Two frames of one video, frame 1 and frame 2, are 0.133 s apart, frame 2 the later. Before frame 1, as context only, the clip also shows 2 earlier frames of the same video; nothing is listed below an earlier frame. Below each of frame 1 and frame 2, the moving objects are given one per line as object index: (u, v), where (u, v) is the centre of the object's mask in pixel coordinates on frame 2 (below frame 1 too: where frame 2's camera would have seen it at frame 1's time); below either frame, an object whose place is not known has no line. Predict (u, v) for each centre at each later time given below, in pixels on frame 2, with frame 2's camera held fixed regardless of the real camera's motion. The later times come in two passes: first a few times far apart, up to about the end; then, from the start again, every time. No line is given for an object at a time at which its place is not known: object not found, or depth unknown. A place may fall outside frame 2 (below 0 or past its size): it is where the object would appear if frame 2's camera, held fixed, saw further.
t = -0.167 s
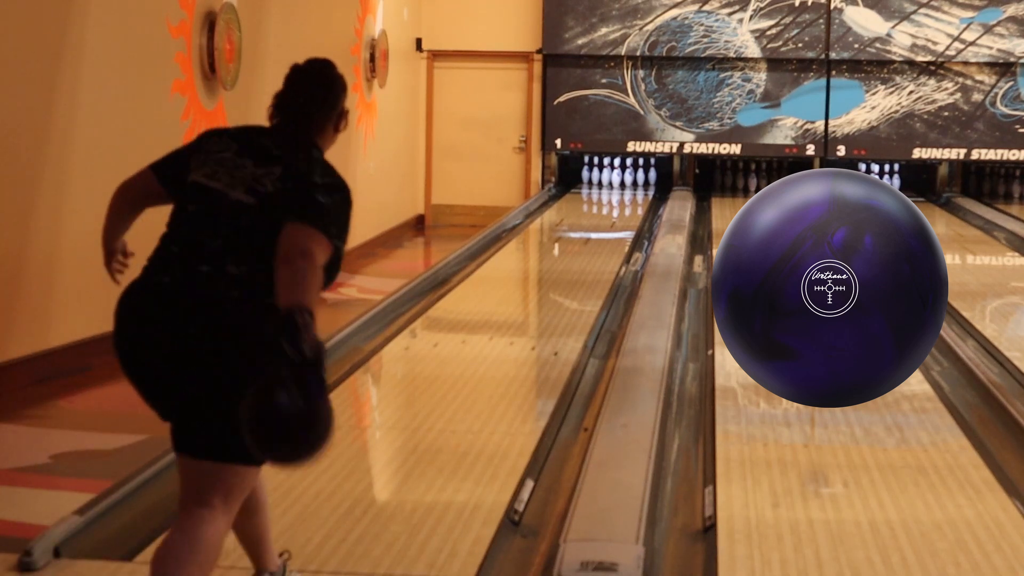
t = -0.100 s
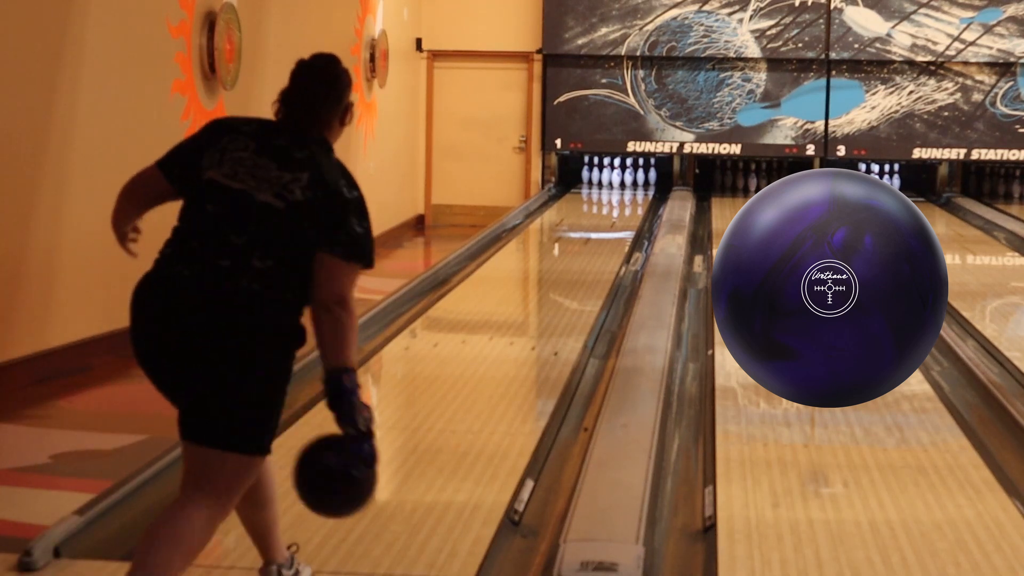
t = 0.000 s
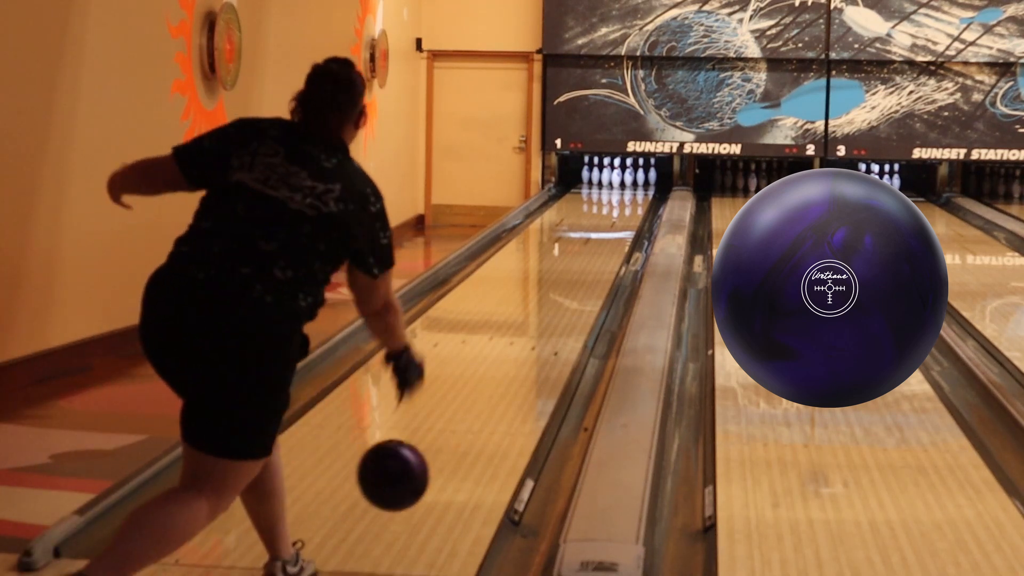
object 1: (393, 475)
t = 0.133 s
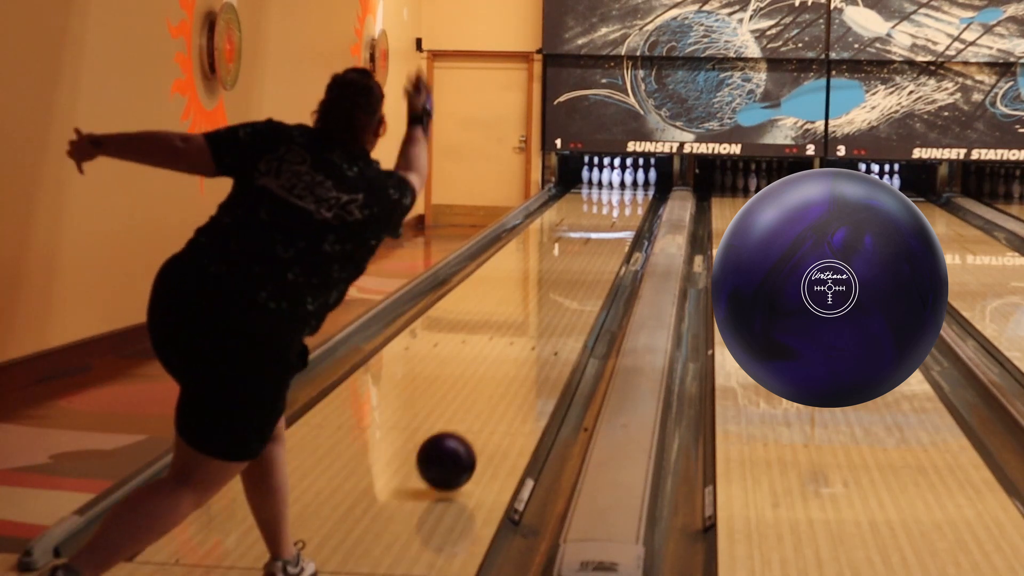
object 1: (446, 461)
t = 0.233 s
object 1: (475, 422)
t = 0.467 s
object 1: (524, 355)
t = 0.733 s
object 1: (560, 302)
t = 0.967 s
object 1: (580, 272)
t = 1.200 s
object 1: (595, 248)
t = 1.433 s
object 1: (606, 230)
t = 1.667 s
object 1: (614, 215)
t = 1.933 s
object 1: (619, 202)
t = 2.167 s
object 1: (621, 193)
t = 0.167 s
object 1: (457, 444)
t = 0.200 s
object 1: (466, 431)
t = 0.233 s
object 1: (475, 422)
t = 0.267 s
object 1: (484, 412)
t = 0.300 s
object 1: (492, 401)
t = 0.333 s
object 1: (499, 391)
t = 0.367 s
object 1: (506, 381)
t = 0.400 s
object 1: (512, 372)
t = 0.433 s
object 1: (519, 363)
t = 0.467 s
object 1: (524, 355)
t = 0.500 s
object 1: (529, 347)
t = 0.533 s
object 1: (535, 339)
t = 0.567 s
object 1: (539, 332)
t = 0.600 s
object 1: (544, 326)
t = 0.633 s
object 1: (548, 319)
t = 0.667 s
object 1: (552, 313)
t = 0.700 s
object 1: (556, 308)
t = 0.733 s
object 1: (560, 302)
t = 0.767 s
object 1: (563, 297)
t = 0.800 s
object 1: (566, 293)
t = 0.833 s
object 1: (570, 288)
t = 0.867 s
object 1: (573, 284)
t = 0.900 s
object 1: (575, 280)
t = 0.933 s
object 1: (578, 276)
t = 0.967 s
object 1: (580, 272)
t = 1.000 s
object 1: (583, 268)
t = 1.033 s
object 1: (585, 265)
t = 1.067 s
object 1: (588, 261)
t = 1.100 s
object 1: (590, 258)
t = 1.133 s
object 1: (592, 254)
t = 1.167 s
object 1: (594, 251)
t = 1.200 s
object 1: (595, 248)
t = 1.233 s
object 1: (597, 245)
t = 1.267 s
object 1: (599, 243)
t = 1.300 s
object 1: (600, 240)
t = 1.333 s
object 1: (602, 237)
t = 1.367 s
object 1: (603, 235)
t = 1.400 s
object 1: (605, 232)
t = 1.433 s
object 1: (606, 230)
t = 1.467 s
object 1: (607, 227)
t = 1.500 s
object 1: (609, 225)
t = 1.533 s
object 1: (610, 223)
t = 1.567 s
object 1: (611, 221)
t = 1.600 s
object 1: (612, 219)
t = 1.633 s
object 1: (613, 217)
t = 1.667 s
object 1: (614, 215)
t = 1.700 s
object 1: (614, 214)
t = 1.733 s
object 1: (615, 211)
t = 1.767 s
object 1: (616, 210)
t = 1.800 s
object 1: (617, 208)
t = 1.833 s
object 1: (617, 206)
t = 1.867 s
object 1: (618, 205)
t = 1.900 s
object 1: (619, 203)
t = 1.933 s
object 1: (619, 202)
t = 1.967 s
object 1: (619, 201)
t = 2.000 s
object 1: (620, 199)
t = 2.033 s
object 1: (620, 198)
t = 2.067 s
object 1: (620, 196)
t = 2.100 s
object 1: (620, 195)
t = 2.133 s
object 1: (621, 194)
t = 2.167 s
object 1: (621, 193)
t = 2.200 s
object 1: (621, 192)
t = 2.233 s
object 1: (621, 190)
